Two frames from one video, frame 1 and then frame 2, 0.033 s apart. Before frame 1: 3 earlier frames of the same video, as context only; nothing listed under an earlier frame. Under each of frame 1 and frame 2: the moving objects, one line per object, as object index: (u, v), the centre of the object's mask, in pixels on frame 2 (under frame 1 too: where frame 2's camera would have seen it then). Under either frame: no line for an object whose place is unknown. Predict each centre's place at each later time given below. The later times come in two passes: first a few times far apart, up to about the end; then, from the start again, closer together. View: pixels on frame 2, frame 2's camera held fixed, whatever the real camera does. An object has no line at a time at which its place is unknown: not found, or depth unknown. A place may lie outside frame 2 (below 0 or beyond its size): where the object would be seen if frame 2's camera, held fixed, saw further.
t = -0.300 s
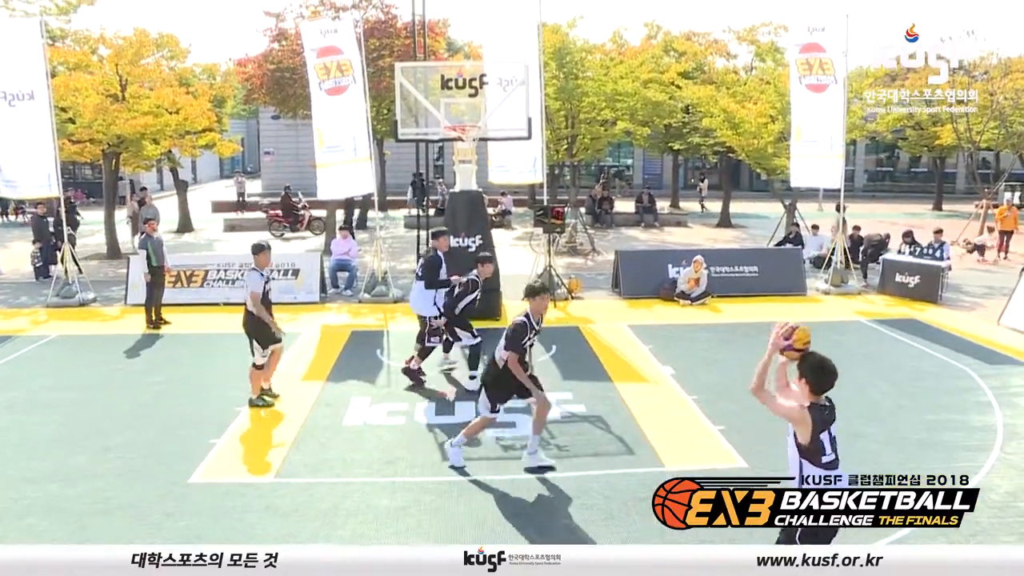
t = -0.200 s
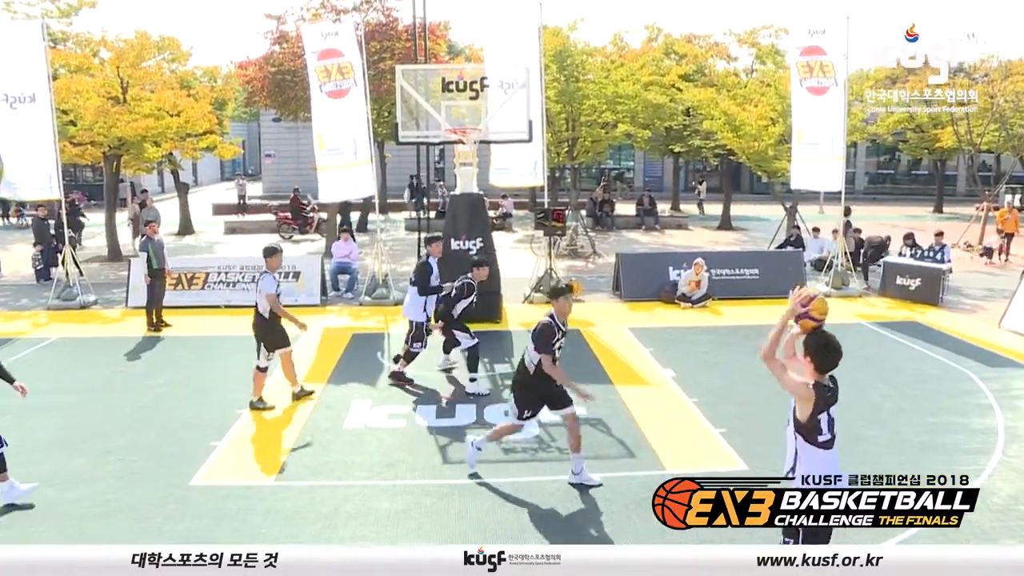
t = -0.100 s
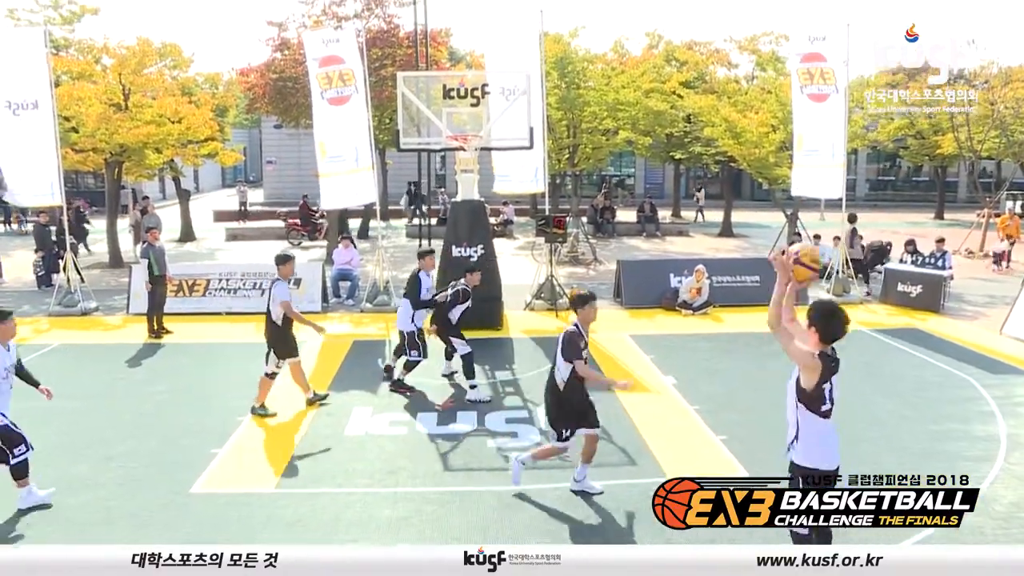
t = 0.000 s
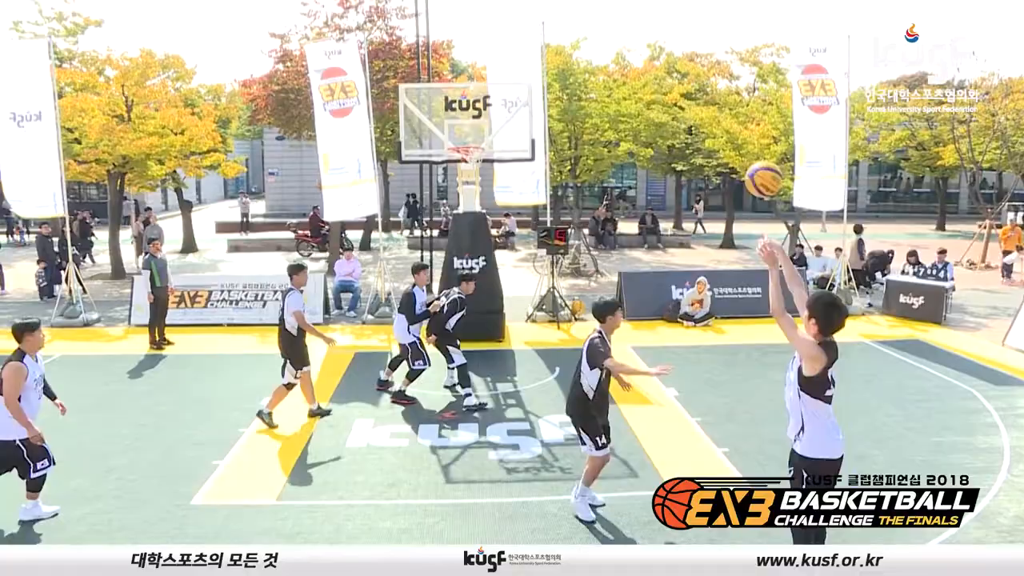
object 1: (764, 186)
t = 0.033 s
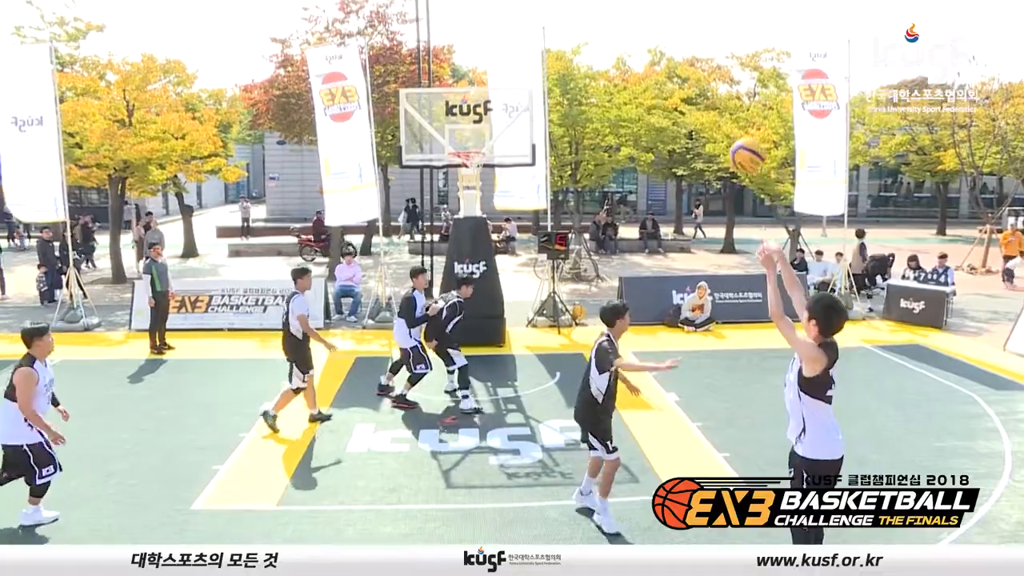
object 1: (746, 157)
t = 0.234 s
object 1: (660, 44)
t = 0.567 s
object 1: (560, 6)
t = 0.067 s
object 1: (731, 131)
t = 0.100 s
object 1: (715, 108)
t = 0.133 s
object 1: (702, 91)
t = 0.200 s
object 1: (673, 55)
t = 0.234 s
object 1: (660, 44)
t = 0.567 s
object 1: (560, 6)
